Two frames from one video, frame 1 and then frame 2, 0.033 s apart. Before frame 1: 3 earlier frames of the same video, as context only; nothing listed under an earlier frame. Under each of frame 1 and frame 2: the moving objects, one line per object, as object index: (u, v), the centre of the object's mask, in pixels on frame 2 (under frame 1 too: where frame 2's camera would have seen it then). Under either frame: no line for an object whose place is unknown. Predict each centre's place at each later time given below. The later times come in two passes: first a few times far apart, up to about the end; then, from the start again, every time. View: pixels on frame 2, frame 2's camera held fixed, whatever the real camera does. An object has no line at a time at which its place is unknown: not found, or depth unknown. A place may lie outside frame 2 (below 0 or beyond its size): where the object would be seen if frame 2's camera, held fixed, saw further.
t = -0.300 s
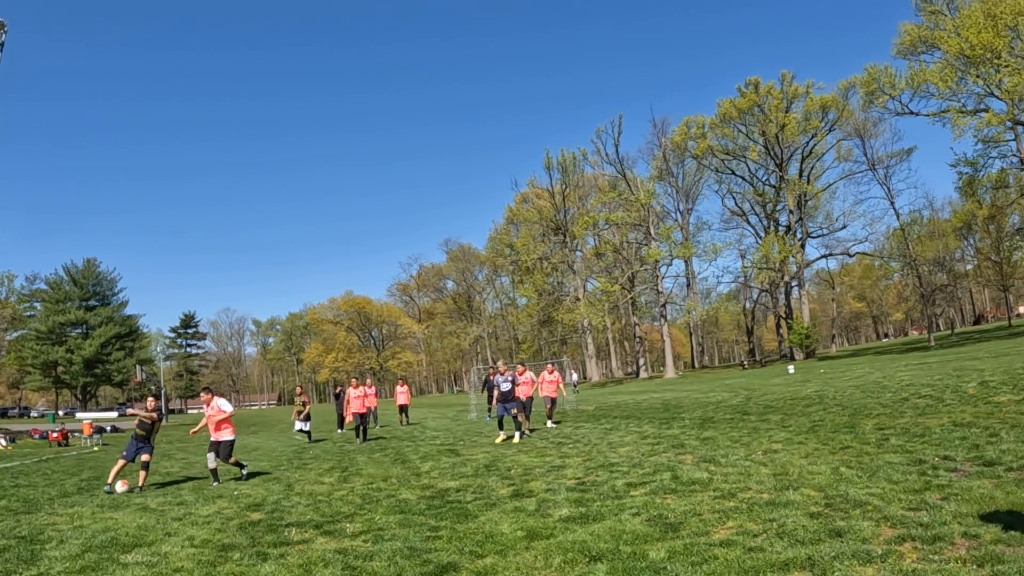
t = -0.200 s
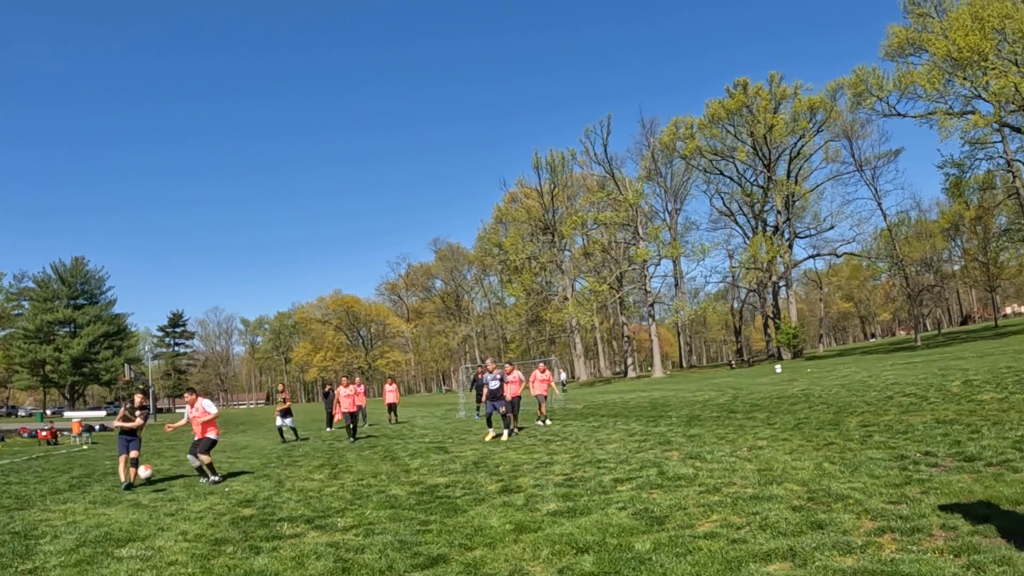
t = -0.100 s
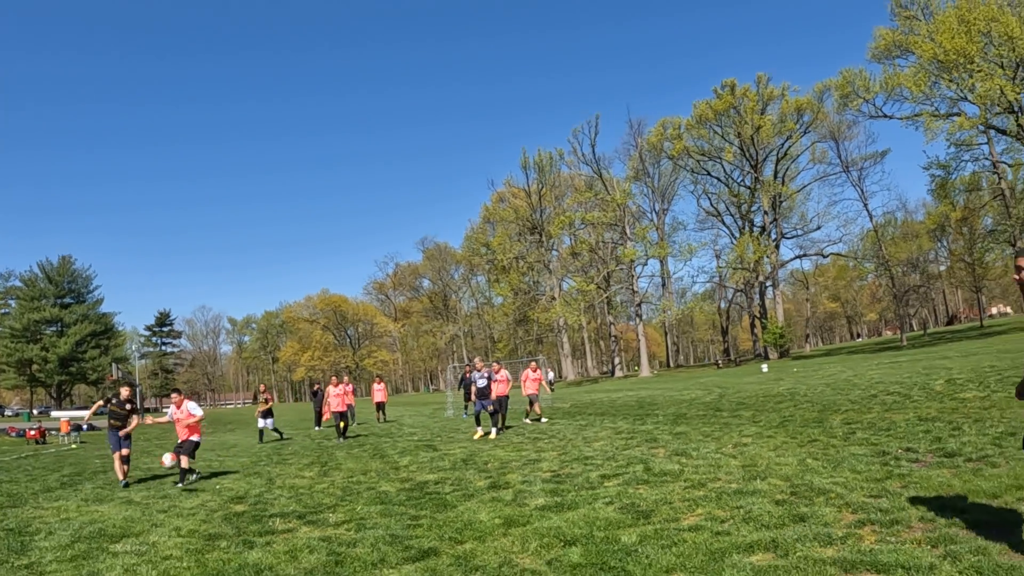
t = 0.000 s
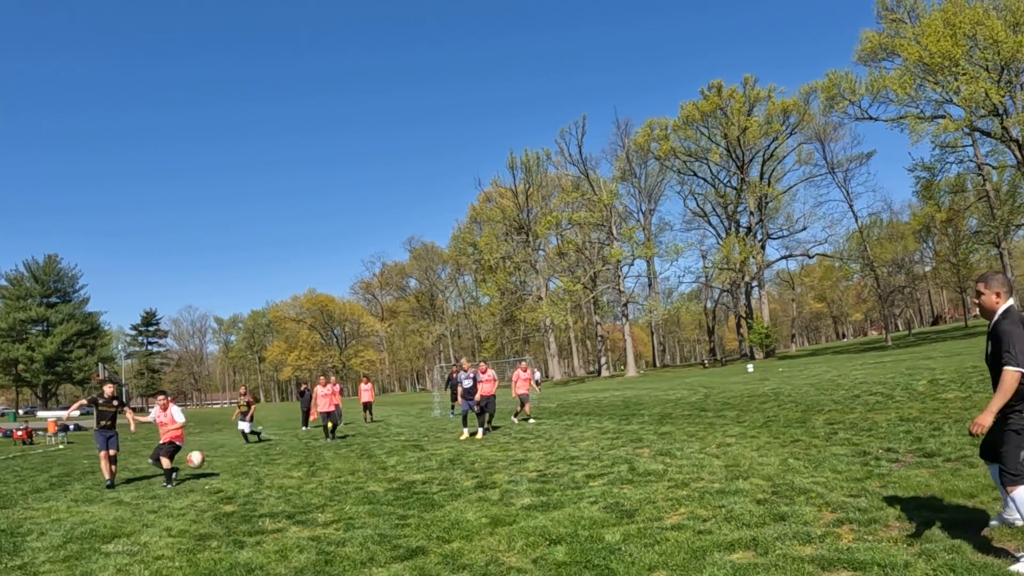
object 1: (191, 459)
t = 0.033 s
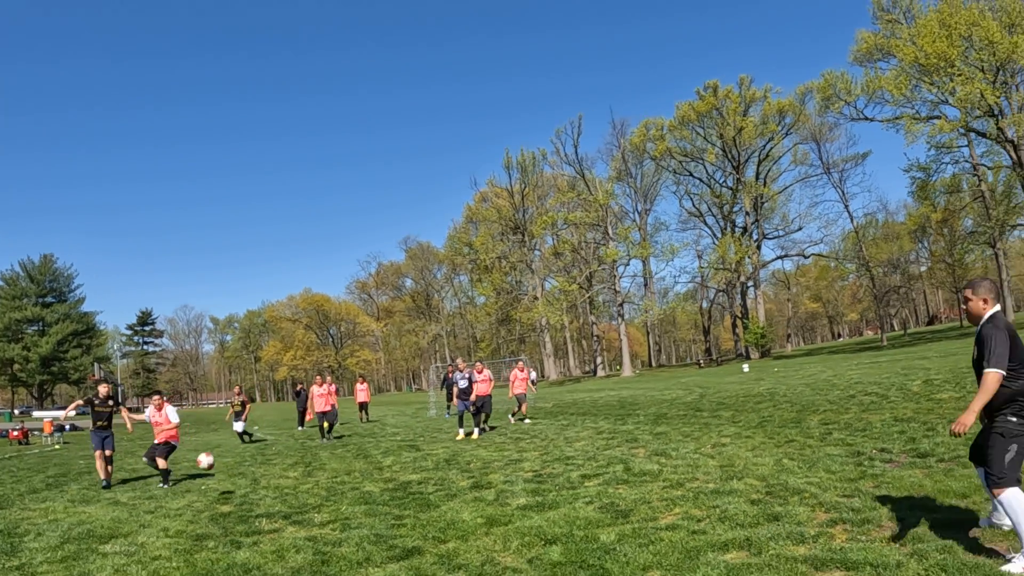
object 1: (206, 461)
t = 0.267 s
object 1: (320, 497)
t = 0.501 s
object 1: (423, 465)
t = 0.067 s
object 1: (220, 464)
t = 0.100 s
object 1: (236, 466)
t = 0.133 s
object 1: (251, 470)
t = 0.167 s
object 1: (267, 475)
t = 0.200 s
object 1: (284, 482)
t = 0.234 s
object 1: (302, 489)
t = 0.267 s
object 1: (320, 497)
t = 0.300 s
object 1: (336, 497)
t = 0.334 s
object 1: (349, 490)
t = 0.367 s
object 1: (363, 483)
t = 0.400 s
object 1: (378, 477)
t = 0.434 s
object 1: (392, 472)
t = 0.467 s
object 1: (408, 467)
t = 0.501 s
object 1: (423, 465)
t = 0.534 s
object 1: (439, 462)
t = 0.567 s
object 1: (455, 460)
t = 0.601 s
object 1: (473, 462)
